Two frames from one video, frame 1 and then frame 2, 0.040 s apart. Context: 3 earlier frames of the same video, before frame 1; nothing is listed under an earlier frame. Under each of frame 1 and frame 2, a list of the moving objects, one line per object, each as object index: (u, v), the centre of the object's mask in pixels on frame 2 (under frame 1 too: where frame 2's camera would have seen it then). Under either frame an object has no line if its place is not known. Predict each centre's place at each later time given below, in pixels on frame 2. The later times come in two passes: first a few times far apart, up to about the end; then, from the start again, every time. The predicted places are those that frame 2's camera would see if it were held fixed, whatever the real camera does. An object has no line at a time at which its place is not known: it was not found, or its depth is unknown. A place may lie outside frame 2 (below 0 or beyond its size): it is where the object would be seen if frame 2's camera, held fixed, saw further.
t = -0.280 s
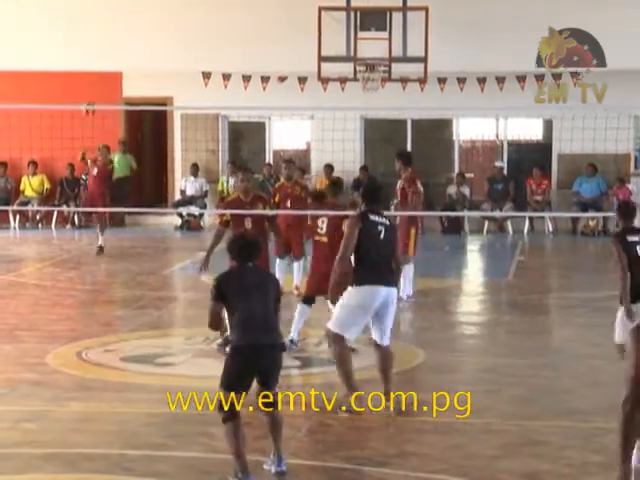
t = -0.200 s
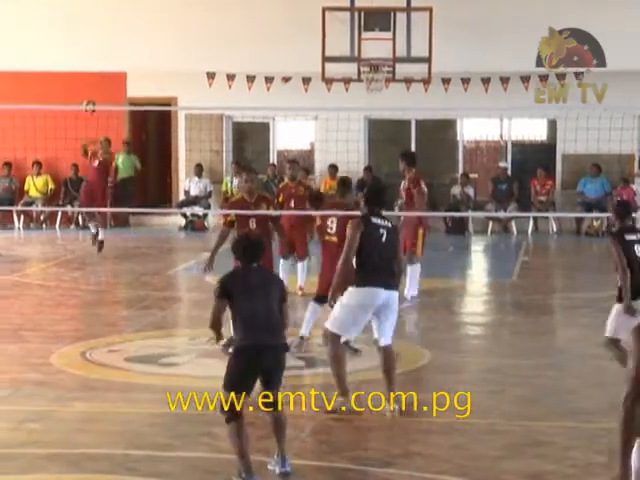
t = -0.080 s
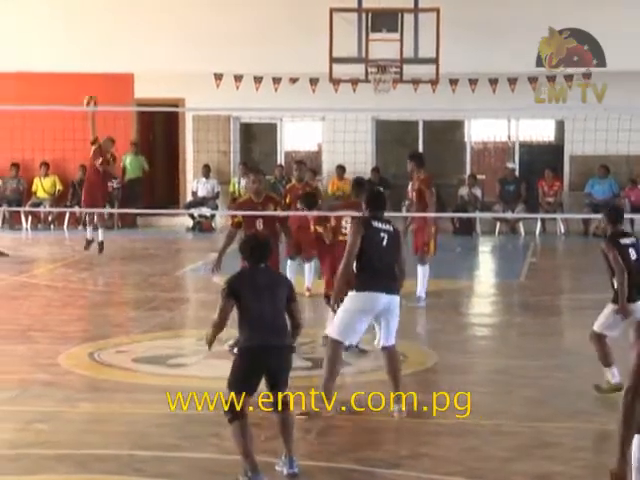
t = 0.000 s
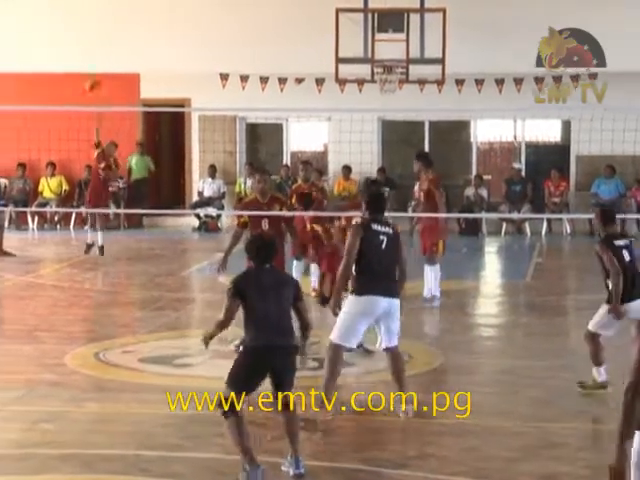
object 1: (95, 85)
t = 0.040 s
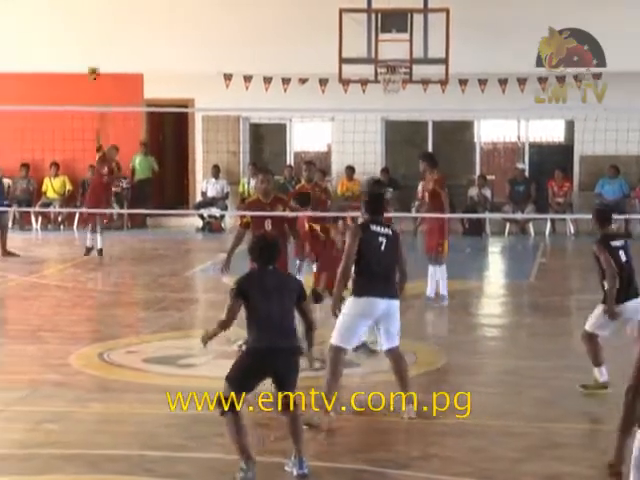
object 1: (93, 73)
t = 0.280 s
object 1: (70, 30)
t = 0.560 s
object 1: (27, 39)
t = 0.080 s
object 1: (90, 63)
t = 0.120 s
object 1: (86, 55)
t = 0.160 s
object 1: (83, 47)
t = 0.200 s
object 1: (79, 40)
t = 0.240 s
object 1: (74, 34)
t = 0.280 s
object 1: (70, 30)
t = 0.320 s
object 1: (65, 27)
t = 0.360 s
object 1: (60, 26)
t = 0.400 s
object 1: (53, 26)
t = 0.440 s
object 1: (48, 28)
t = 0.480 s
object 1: (41, 30)
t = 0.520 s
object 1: (34, 34)
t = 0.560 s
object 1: (27, 39)
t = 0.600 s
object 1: (19, 47)
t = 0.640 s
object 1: (10, 58)
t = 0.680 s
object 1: (1, 69)
